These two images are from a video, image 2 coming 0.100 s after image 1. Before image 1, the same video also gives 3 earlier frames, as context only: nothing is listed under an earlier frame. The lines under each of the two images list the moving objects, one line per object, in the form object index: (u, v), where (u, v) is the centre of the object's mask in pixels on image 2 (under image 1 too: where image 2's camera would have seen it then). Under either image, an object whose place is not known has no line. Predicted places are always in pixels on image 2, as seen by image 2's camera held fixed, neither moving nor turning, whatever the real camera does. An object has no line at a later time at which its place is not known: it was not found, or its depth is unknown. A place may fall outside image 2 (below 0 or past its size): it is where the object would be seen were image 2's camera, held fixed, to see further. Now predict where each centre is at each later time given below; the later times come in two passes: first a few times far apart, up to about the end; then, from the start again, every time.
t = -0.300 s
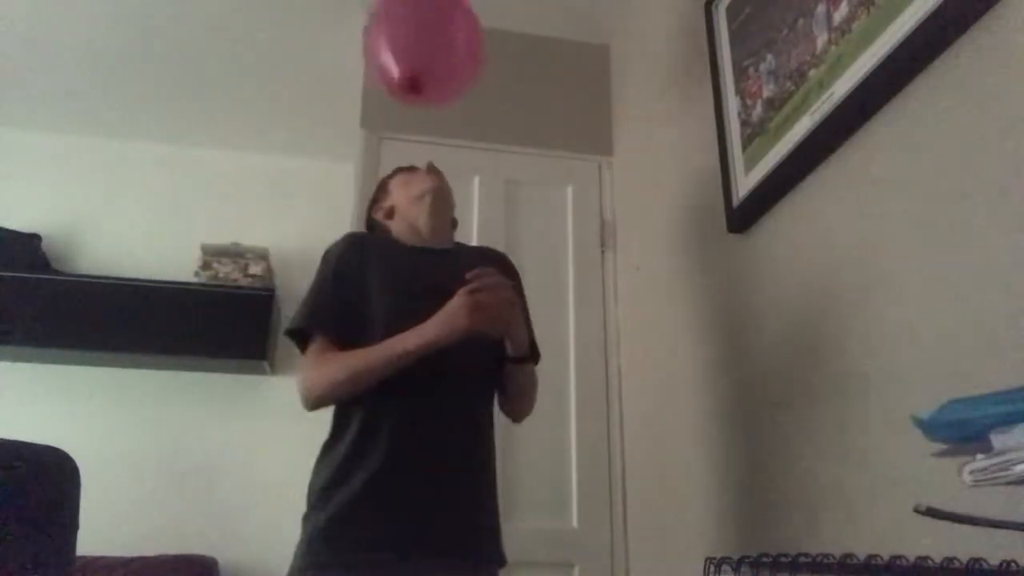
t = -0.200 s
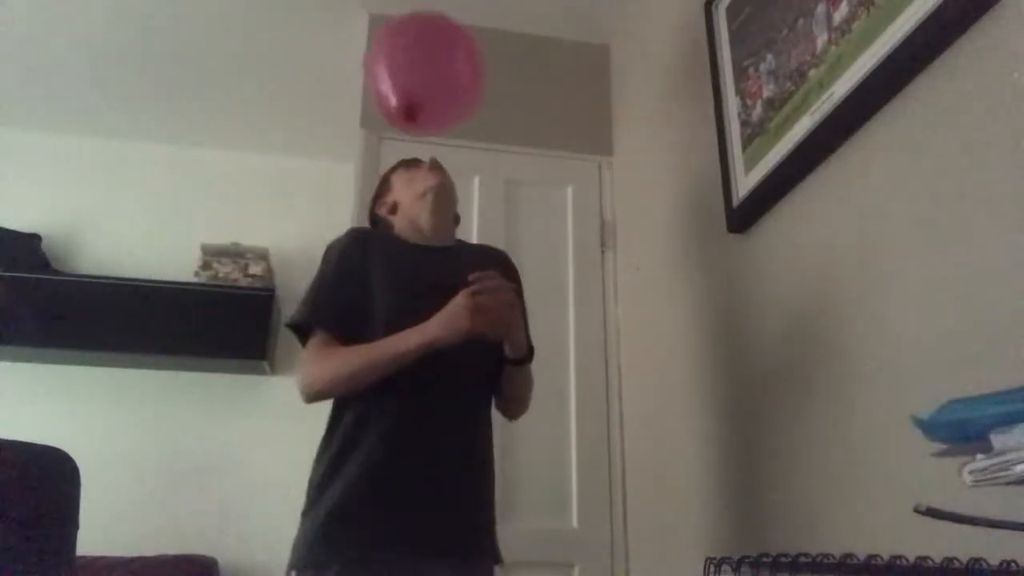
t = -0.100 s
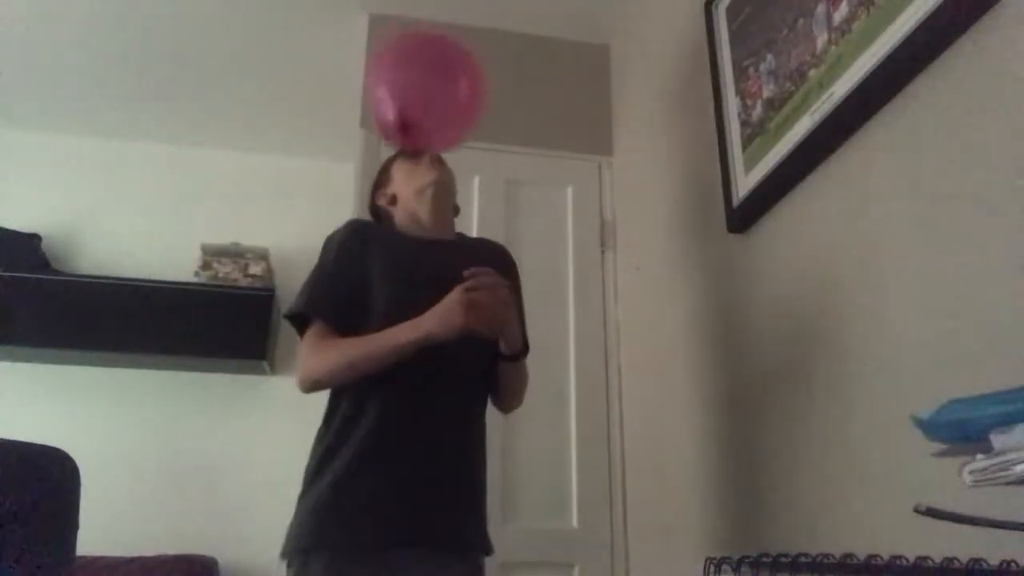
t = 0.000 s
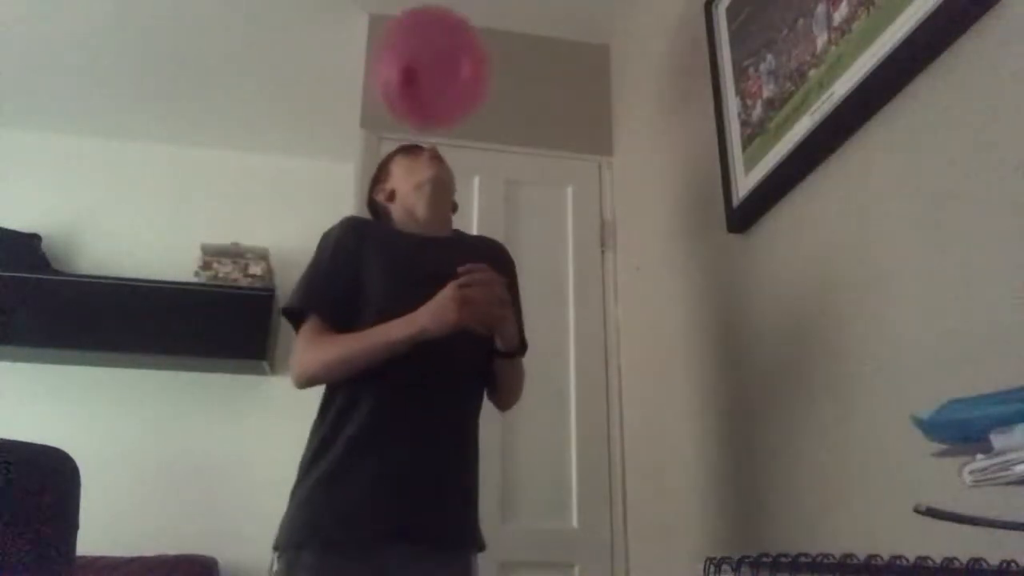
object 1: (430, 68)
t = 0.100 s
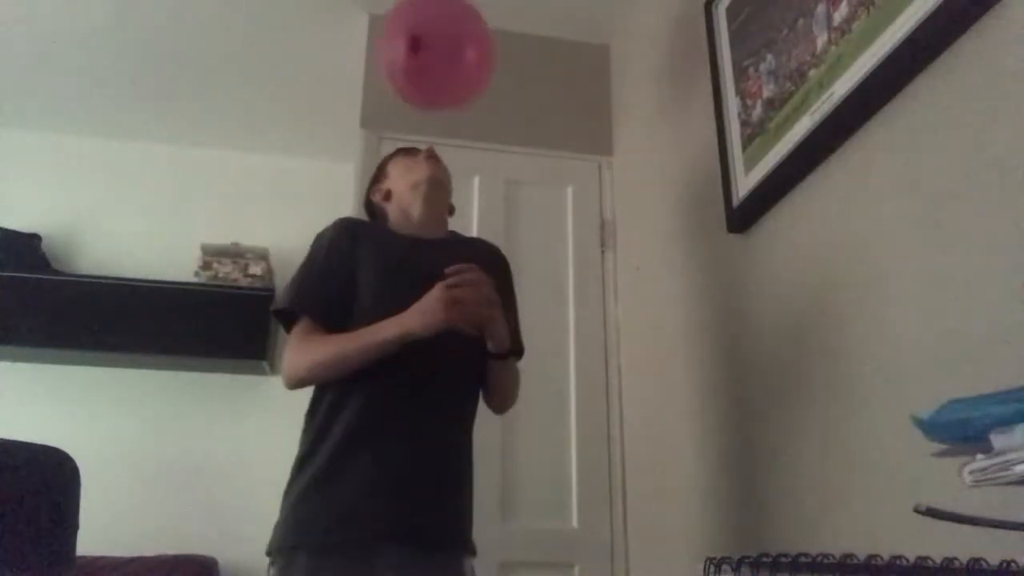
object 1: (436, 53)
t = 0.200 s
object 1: (441, 45)
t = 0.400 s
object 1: (448, 39)
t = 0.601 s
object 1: (452, 42)
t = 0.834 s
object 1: (457, 68)
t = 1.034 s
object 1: (458, 113)
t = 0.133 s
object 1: (438, 49)
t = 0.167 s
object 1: (439, 48)
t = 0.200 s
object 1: (441, 45)
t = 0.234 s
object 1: (442, 44)
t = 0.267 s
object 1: (443, 42)
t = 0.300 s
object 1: (444, 41)
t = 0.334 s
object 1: (445, 40)
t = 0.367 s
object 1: (447, 39)
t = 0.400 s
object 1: (448, 39)
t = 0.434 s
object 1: (449, 39)
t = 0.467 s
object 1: (450, 39)
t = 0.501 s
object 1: (450, 40)
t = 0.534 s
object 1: (451, 40)
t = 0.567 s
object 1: (452, 40)
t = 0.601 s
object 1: (452, 42)
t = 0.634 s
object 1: (454, 44)
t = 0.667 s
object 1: (454, 47)
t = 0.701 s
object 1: (455, 50)
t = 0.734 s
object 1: (455, 53)
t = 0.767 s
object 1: (456, 58)
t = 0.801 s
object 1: (456, 62)
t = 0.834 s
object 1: (457, 68)
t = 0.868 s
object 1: (457, 75)
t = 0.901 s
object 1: (458, 82)
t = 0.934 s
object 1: (459, 90)
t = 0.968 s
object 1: (458, 96)
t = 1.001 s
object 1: (458, 106)
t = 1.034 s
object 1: (458, 113)
